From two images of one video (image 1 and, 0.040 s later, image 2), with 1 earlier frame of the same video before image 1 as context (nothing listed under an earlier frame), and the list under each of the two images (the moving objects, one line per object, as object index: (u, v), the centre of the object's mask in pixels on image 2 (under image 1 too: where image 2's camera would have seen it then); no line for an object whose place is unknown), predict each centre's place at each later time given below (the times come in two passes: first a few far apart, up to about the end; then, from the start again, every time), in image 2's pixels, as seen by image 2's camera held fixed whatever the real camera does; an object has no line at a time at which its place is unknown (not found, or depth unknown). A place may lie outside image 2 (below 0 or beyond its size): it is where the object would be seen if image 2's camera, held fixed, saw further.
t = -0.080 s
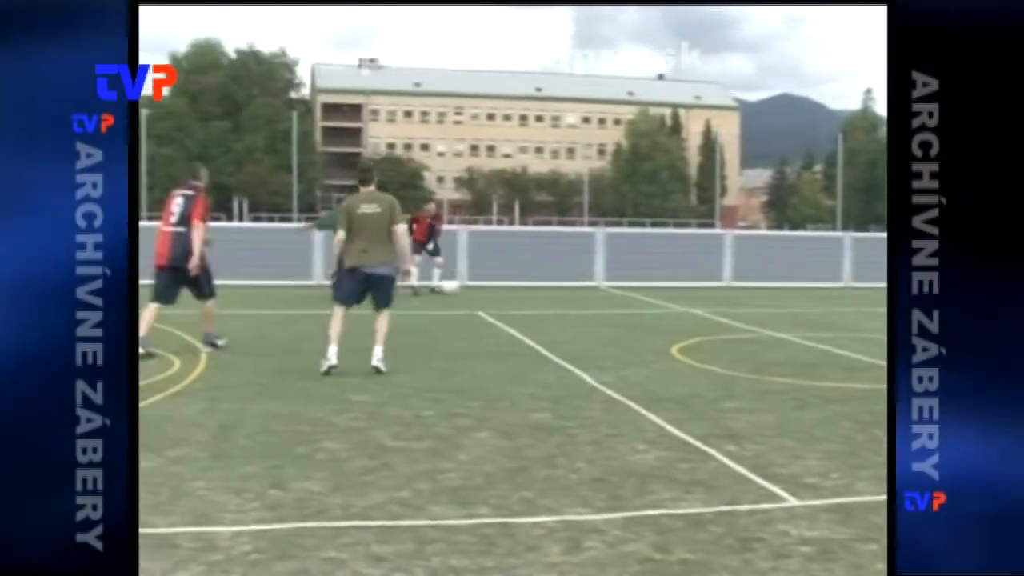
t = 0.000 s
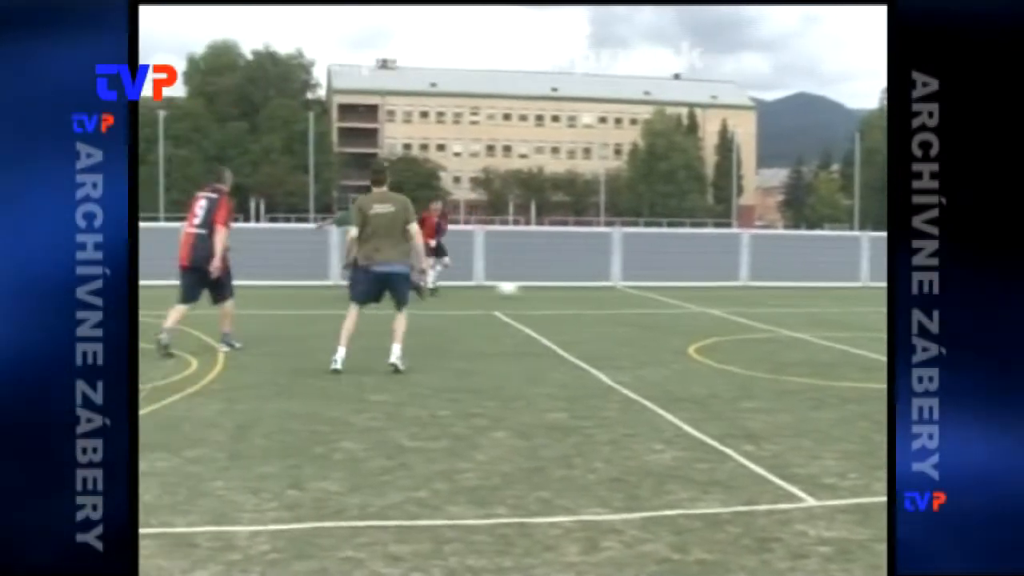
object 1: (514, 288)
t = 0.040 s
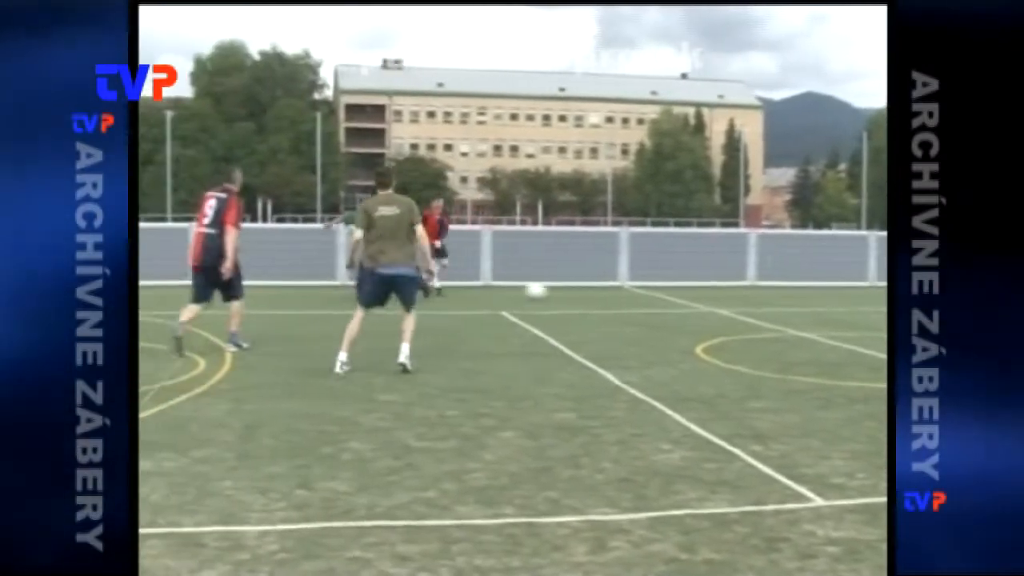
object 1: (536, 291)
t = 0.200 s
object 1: (616, 293)
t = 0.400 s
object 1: (707, 296)
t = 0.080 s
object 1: (557, 294)
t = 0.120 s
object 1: (577, 293)
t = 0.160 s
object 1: (597, 292)
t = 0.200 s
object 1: (616, 293)
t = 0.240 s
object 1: (637, 294)
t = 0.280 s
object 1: (656, 297)
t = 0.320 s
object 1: (676, 298)
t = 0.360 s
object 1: (692, 297)
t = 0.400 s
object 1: (707, 296)
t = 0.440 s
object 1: (723, 297)
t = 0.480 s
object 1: (740, 299)
